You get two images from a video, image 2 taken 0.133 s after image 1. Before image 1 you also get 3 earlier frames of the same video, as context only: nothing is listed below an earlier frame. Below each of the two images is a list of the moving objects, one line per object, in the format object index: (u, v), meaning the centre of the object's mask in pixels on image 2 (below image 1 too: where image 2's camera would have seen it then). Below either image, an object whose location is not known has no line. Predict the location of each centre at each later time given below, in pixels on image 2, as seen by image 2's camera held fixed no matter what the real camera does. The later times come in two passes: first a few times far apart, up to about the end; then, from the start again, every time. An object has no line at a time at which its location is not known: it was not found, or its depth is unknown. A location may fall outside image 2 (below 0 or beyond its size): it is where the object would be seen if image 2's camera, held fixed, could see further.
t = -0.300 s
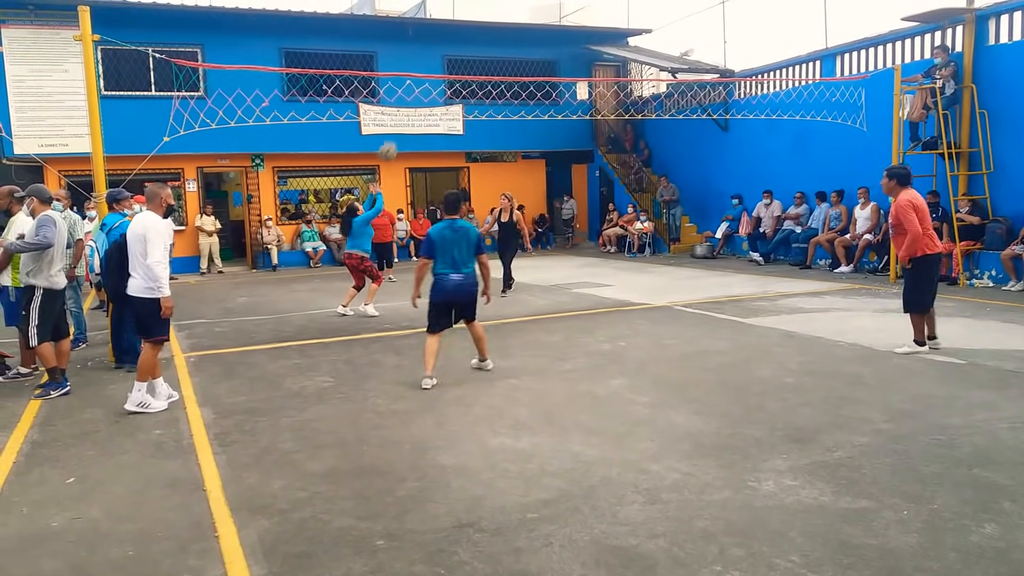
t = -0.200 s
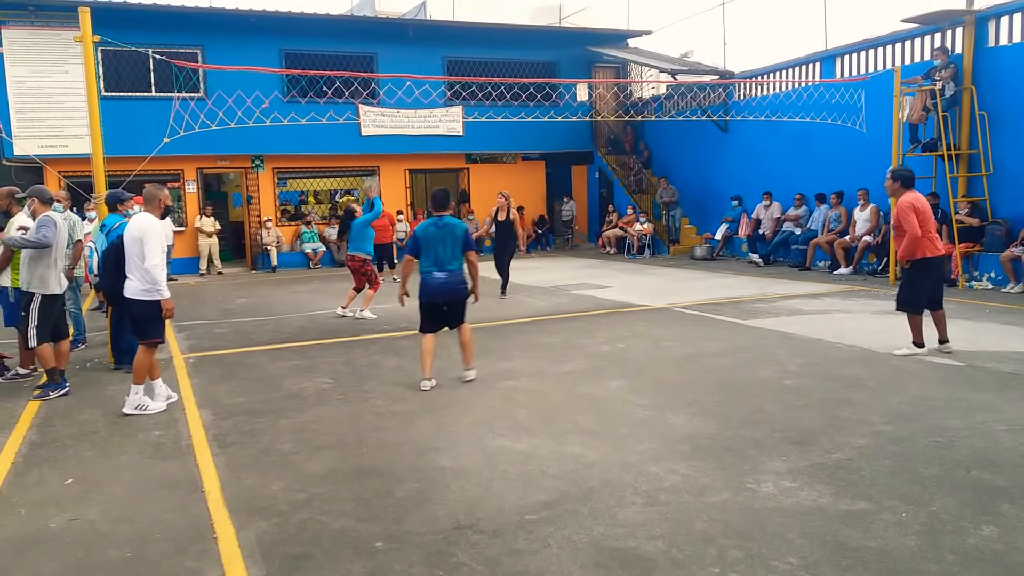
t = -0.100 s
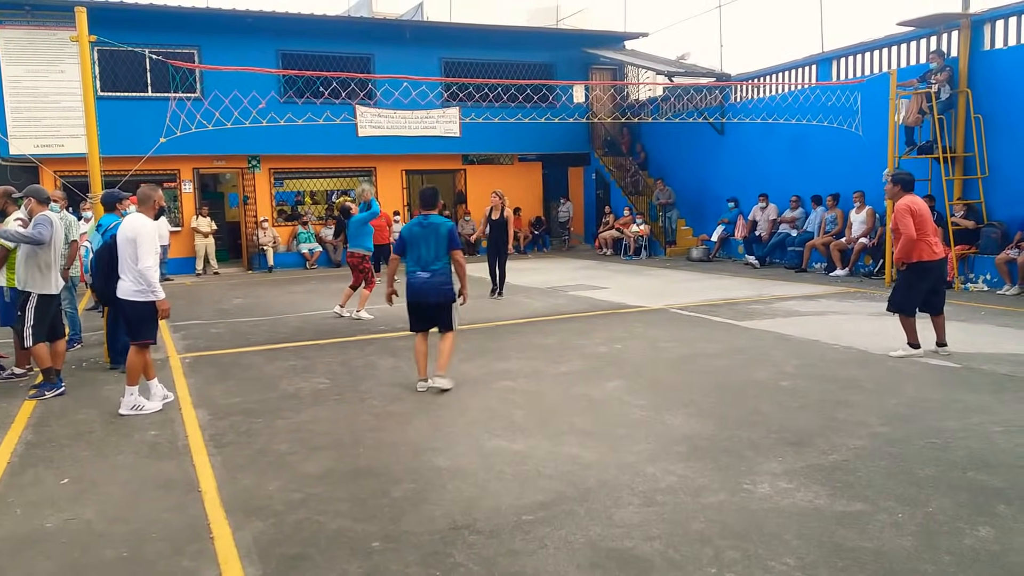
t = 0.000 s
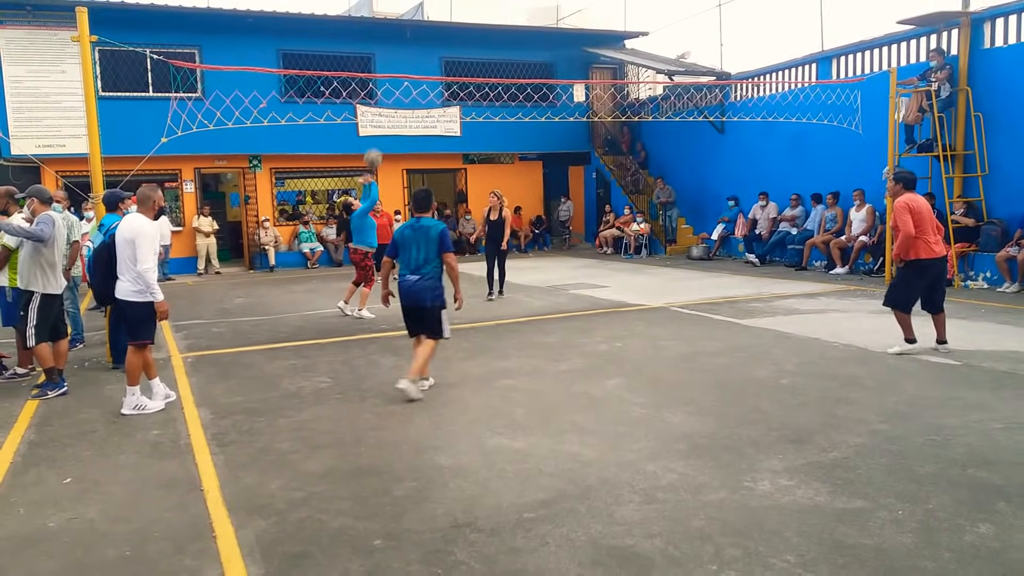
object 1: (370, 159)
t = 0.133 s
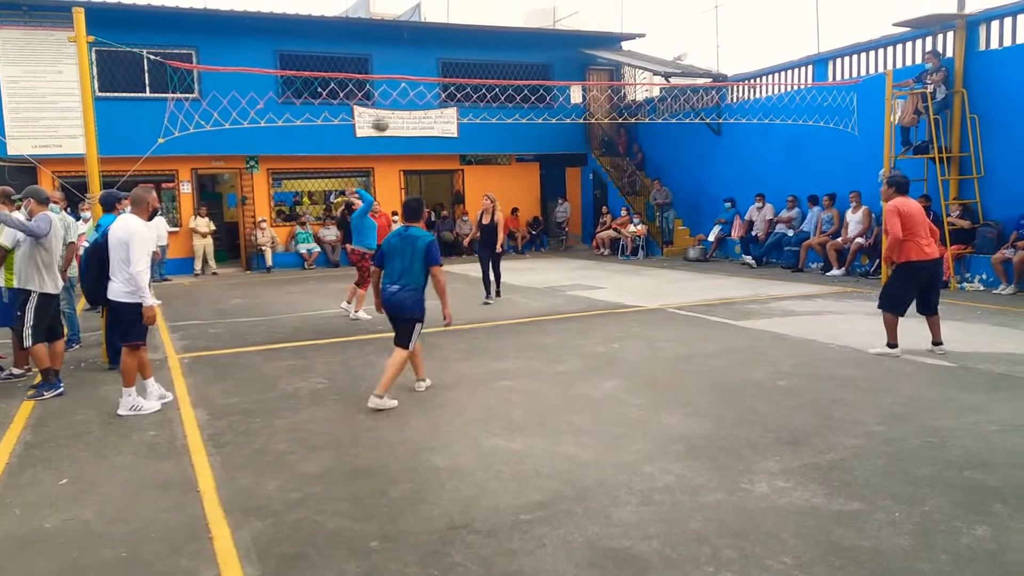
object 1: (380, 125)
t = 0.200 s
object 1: (386, 110)
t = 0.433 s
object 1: (407, 91)
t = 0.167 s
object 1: (383, 116)
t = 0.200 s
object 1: (386, 110)
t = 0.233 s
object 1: (388, 104)
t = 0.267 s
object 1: (392, 100)
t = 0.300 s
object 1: (394, 97)
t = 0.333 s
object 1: (397, 94)
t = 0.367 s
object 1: (401, 92)
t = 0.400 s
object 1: (403, 91)
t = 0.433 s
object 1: (407, 91)
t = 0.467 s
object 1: (410, 92)
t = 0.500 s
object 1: (413, 93)
